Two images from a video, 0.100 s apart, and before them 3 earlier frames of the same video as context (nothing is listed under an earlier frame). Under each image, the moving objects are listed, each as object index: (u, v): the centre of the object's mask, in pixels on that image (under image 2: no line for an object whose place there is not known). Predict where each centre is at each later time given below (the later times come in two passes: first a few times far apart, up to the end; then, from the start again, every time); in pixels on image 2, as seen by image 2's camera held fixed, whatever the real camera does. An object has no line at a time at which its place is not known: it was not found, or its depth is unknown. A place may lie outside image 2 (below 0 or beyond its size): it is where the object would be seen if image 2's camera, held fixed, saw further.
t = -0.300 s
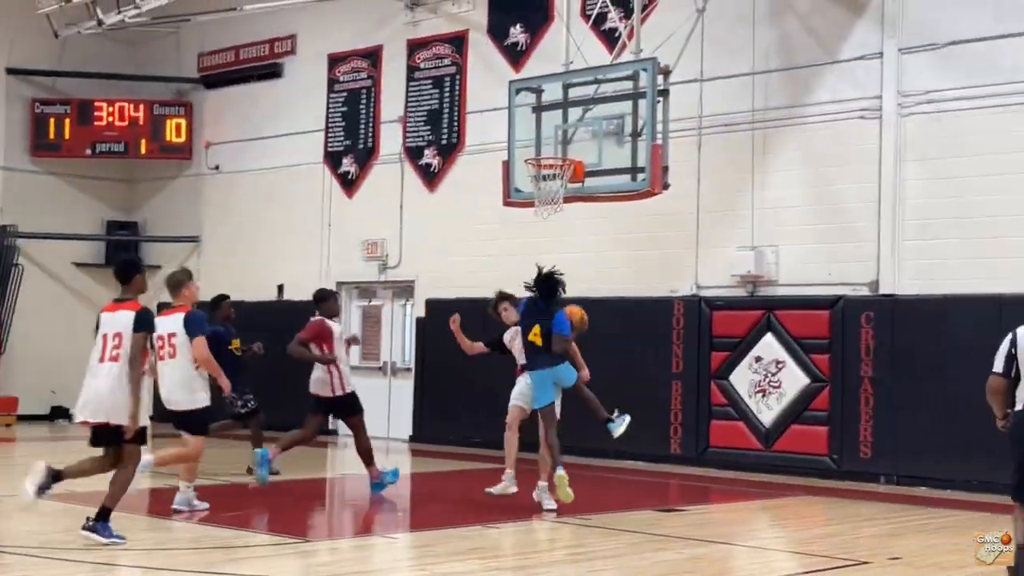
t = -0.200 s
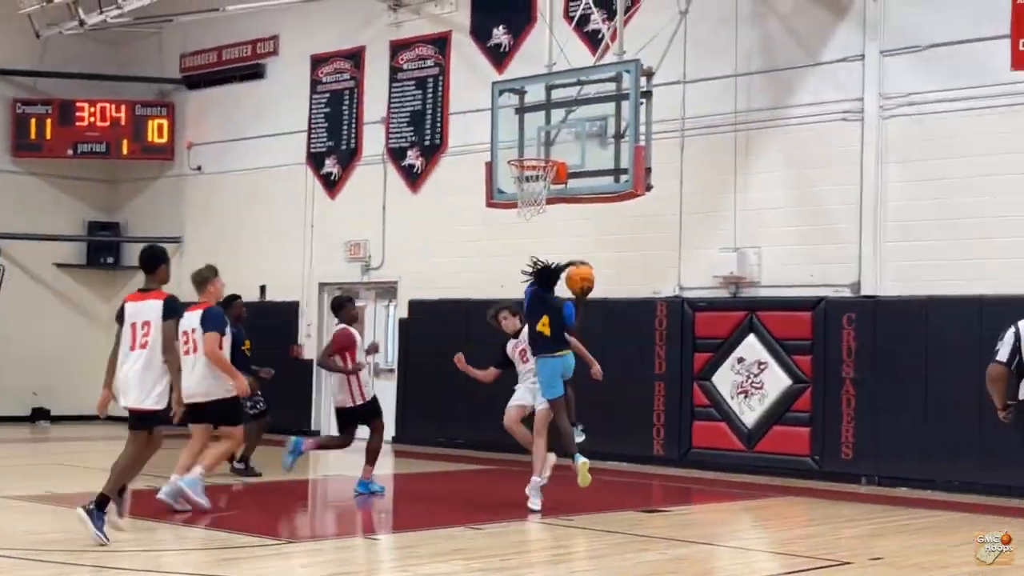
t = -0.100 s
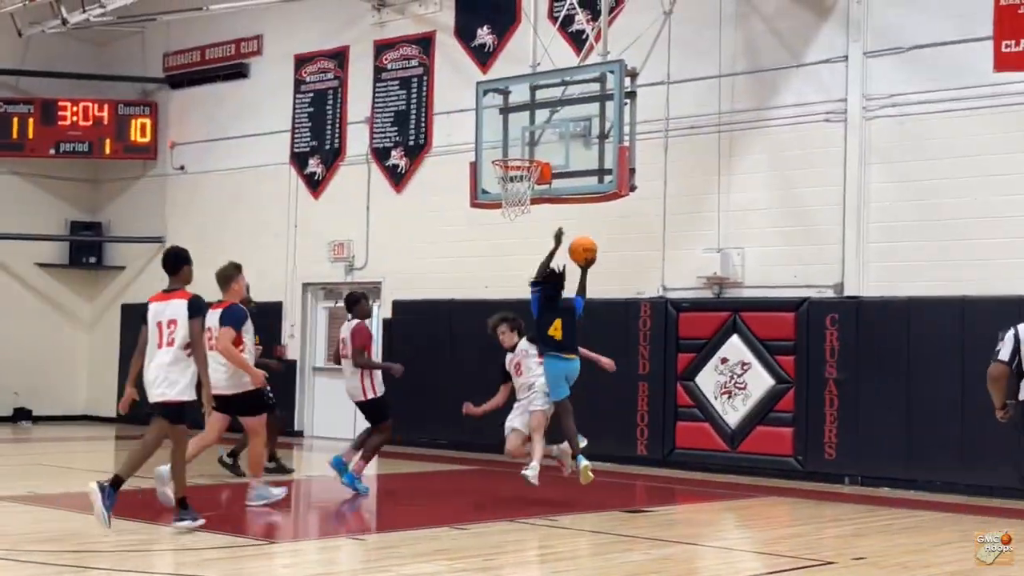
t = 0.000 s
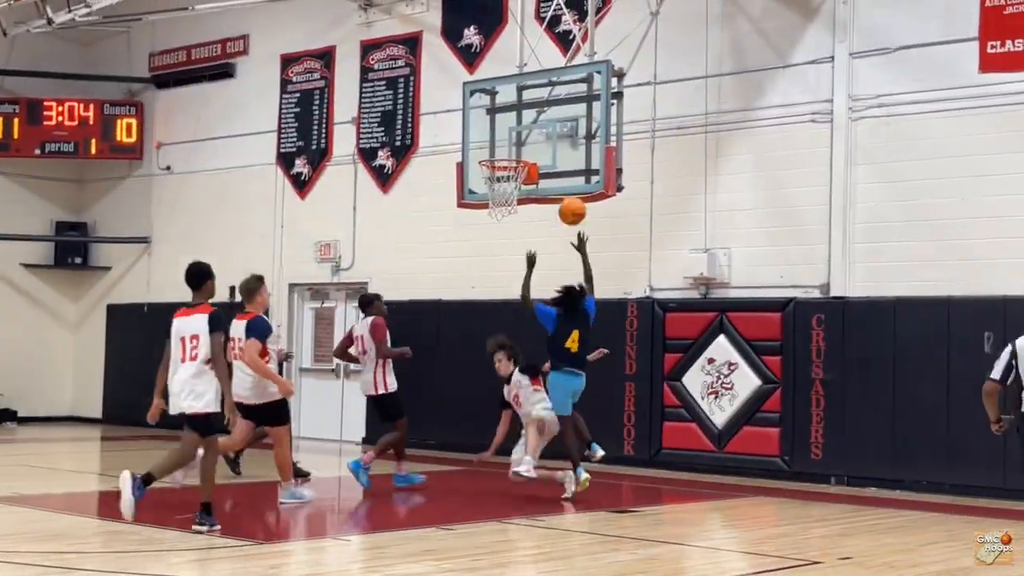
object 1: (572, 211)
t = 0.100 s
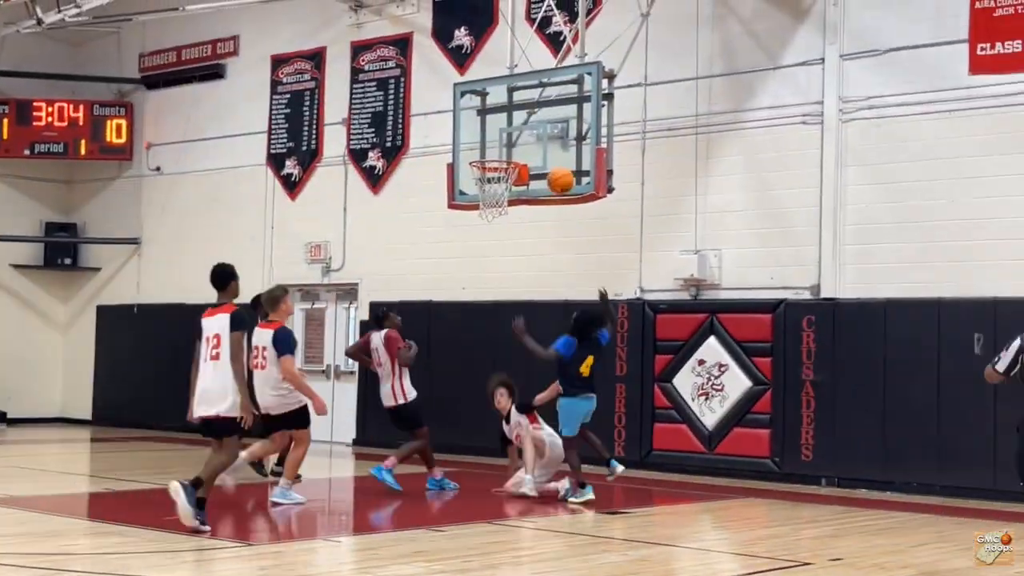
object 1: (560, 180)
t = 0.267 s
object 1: (557, 156)
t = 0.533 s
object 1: (524, 159)
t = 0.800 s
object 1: (522, 218)
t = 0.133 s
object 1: (560, 173)
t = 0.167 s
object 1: (559, 166)
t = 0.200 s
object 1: (558, 162)
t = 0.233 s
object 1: (557, 158)
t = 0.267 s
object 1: (557, 156)
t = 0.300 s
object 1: (556, 155)
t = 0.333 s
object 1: (552, 154)
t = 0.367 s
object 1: (543, 154)
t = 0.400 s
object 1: (534, 156)
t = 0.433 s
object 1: (525, 158)
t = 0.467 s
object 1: (524, 158)
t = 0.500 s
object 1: (524, 159)
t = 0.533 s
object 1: (524, 159)
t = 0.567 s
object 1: (524, 163)
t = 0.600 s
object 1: (524, 167)
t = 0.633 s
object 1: (523, 172)
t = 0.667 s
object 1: (524, 179)
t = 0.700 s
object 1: (523, 188)
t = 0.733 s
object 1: (523, 196)
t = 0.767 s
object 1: (522, 206)
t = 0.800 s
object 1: (522, 218)
